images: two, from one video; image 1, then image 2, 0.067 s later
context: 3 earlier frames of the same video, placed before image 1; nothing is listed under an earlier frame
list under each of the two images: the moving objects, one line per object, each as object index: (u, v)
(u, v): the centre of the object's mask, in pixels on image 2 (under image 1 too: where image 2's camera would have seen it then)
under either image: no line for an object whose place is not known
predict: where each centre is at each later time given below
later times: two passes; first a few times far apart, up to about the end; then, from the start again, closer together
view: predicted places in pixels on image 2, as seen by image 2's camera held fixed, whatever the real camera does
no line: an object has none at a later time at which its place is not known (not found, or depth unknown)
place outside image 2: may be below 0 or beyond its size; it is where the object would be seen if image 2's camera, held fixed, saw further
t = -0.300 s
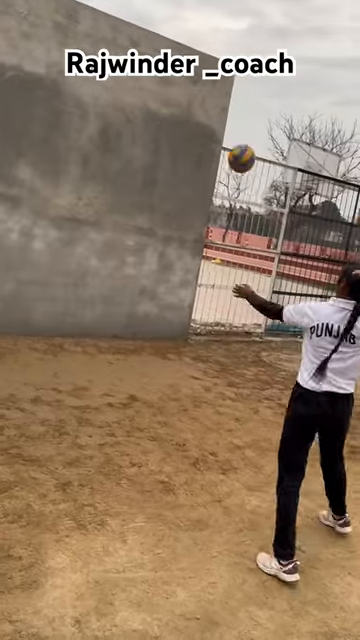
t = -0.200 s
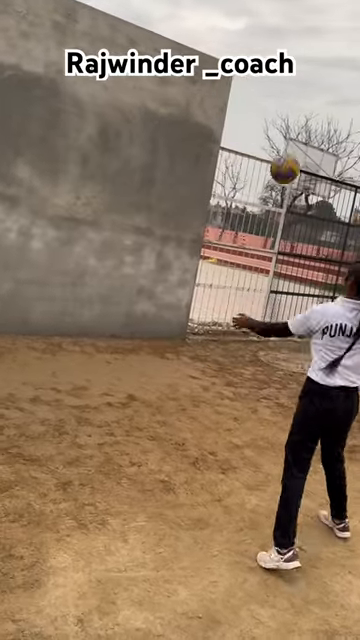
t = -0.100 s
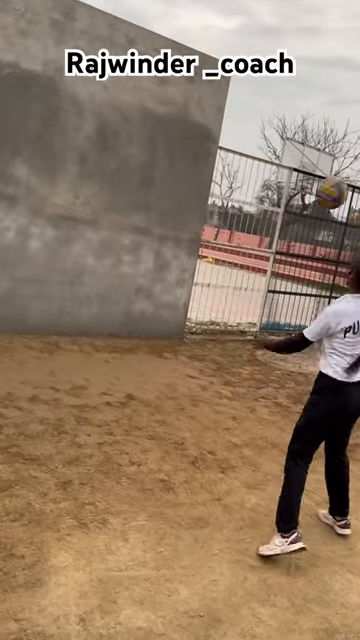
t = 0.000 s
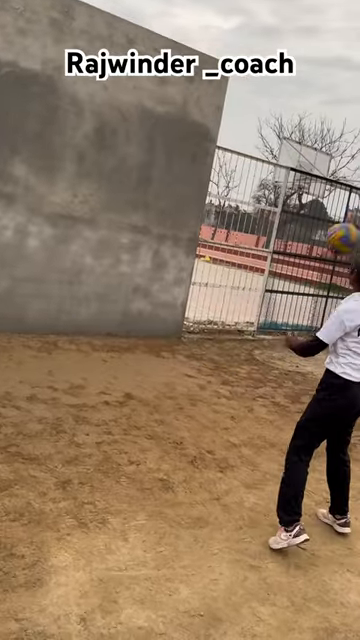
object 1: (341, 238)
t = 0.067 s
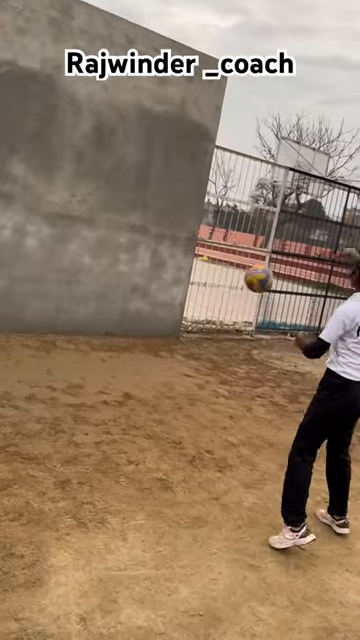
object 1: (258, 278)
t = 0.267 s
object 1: (107, 364)
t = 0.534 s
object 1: (78, 237)
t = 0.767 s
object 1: (129, 179)
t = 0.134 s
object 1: (196, 313)
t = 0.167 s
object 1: (170, 329)
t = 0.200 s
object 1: (144, 345)
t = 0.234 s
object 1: (123, 362)
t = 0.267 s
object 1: (107, 364)
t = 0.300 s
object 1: (97, 341)
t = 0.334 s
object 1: (88, 320)
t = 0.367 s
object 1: (80, 301)
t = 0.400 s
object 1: (72, 284)
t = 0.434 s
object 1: (63, 269)
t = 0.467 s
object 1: (64, 257)
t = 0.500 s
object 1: (70, 247)
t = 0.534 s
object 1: (78, 237)
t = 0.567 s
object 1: (84, 227)
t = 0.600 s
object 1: (91, 218)
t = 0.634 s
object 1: (98, 208)
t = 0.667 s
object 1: (106, 200)
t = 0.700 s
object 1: (113, 193)
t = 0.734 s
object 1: (121, 186)
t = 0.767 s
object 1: (129, 179)
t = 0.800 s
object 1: (137, 174)
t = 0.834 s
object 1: (145, 170)
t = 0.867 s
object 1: (154, 167)
